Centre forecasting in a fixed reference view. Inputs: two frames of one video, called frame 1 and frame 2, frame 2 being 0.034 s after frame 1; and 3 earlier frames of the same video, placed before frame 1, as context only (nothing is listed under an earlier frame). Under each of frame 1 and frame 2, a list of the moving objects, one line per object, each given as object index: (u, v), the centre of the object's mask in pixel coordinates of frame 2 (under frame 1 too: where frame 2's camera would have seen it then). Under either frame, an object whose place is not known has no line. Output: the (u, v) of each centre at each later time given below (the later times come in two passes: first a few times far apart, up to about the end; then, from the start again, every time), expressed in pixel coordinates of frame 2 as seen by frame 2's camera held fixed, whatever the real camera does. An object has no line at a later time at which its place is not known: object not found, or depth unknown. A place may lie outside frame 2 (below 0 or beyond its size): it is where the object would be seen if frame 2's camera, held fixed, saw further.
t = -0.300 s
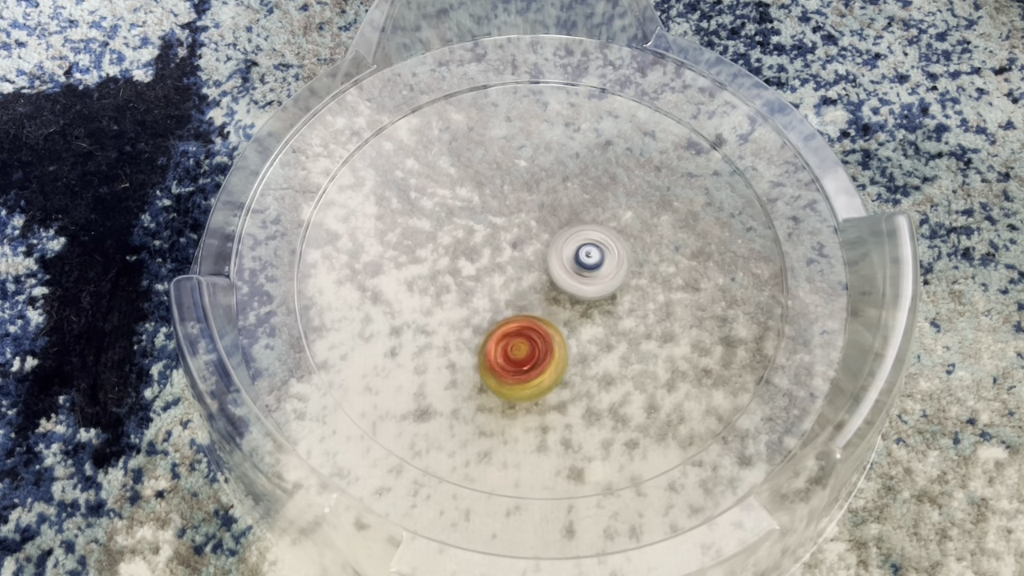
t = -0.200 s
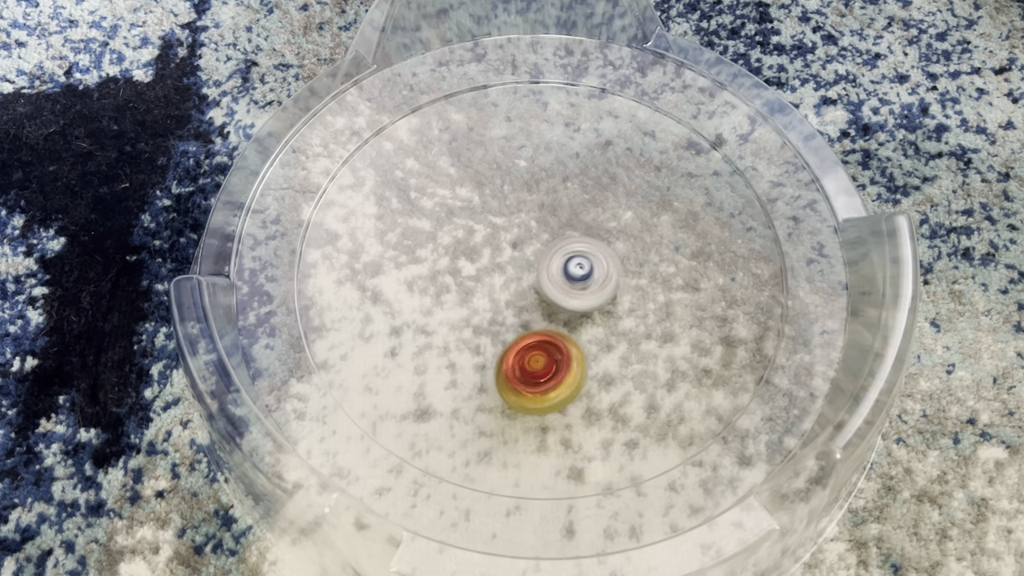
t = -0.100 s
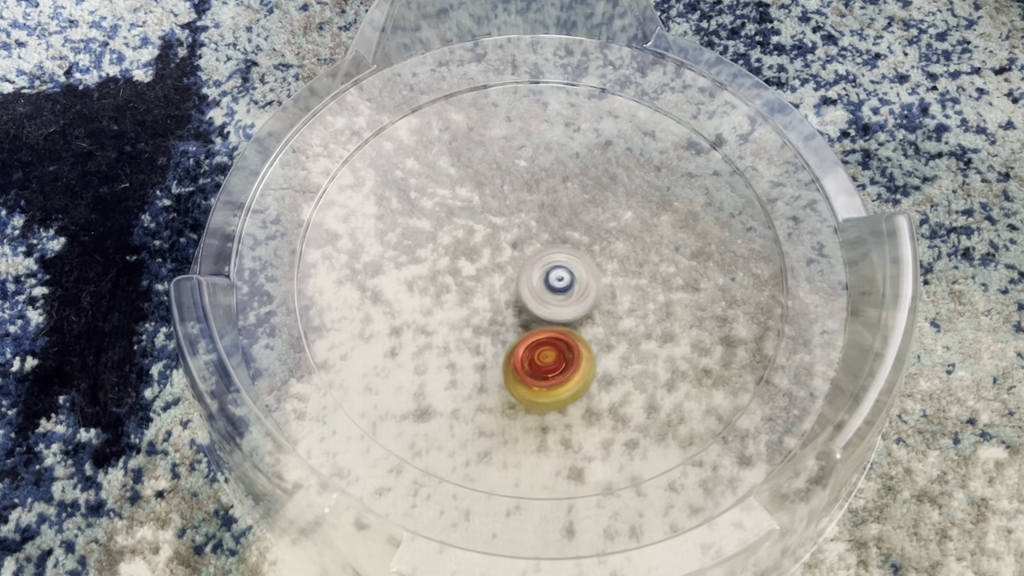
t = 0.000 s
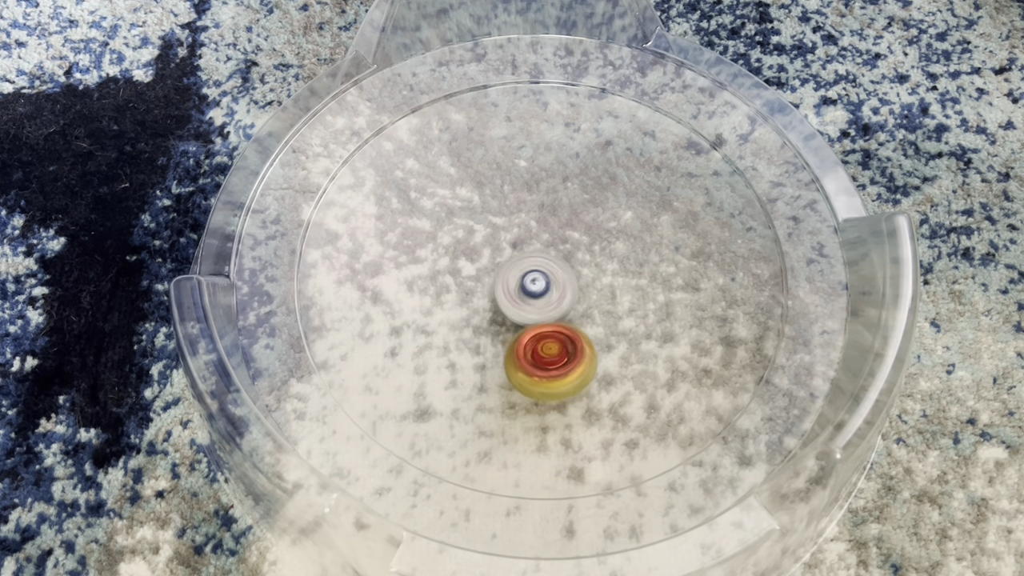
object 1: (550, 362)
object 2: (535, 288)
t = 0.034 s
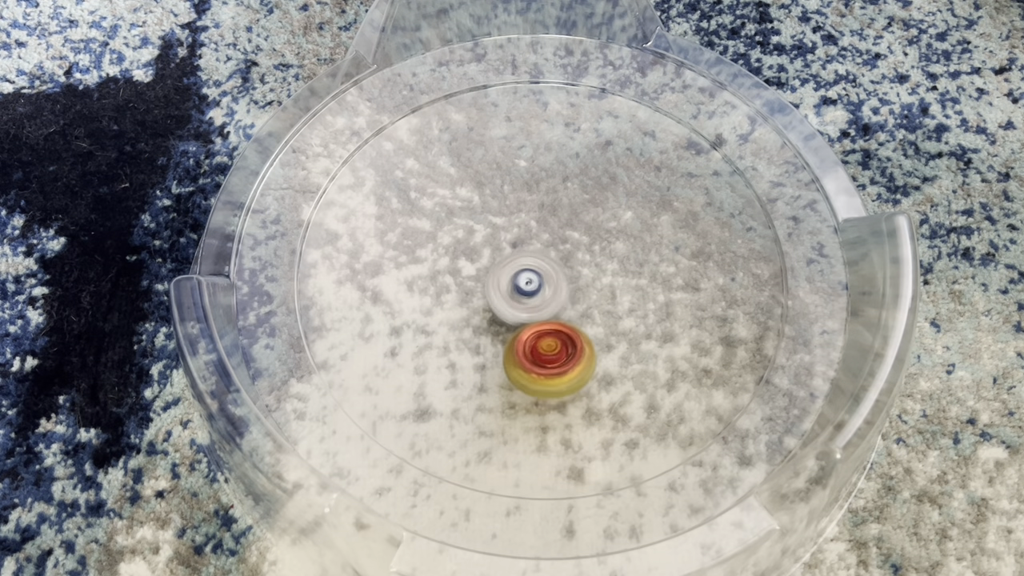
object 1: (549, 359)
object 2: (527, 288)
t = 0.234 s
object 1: (539, 345)
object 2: (488, 272)
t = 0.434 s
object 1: (536, 314)
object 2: (491, 242)
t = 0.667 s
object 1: (571, 309)
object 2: (527, 214)
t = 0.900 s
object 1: (608, 309)
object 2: (570, 212)
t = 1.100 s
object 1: (637, 335)
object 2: (565, 220)
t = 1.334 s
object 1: (650, 384)
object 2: (516, 187)
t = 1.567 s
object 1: (594, 352)
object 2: (522, 231)
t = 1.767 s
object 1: (557, 341)
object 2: (506, 222)
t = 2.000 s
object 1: (553, 314)
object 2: (520, 202)
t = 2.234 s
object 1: (581, 321)
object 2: (563, 173)
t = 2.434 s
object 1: (603, 324)
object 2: (596, 172)
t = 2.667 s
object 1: (606, 322)
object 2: (622, 204)
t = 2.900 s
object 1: (584, 322)
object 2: (611, 228)
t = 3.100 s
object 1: (557, 337)
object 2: (596, 223)
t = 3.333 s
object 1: (554, 318)
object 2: (563, 241)
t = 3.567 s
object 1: (575, 331)
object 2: (526, 229)
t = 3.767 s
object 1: (586, 333)
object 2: (516, 254)
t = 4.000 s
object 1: (600, 326)
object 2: (507, 277)
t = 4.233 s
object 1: (615, 313)
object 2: (523, 285)
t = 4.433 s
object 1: (640, 299)
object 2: (526, 279)
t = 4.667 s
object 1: (640, 284)
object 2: (552, 261)
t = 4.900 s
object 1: (637, 275)
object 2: (542, 232)
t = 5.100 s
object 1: (620, 259)
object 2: (539, 219)
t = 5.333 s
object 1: (622, 248)
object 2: (522, 238)
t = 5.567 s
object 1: (616, 244)
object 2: (525, 264)
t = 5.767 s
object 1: (610, 239)
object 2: (530, 281)
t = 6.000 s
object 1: (631, 212)
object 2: (512, 304)
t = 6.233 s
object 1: (621, 210)
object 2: (526, 293)
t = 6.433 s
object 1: (581, 217)
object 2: (545, 278)
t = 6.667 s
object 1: (530, 194)
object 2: (554, 270)
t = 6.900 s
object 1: (521, 187)
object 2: (570, 266)
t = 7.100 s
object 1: (514, 200)
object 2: (564, 275)
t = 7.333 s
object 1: (479, 231)
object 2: (542, 283)
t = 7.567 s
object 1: (437, 215)
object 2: (552, 299)
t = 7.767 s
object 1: (456, 217)
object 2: (563, 303)
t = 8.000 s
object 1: (517, 223)
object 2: (600, 319)
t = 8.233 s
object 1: (542, 257)
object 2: (608, 320)
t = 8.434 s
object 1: (510, 286)
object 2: (595, 309)
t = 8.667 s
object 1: (457, 297)
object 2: (553, 274)
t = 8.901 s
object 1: (471, 279)
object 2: (548, 252)
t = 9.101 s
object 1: (486, 280)
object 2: (563, 253)
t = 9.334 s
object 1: (491, 278)
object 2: (568, 256)
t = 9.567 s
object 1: (496, 279)
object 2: (579, 272)
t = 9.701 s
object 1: (492, 276)
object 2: (581, 268)
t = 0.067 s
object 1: (548, 358)
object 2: (519, 287)
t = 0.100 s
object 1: (546, 356)
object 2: (512, 285)
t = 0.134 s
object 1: (544, 355)
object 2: (506, 284)
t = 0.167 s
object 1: (543, 352)
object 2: (498, 280)
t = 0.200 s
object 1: (541, 349)
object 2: (493, 277)
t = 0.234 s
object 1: (539, 345)
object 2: (488, 272)
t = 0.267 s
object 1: (538, 341)
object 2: (484, 268)
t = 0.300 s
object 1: (536, 337)
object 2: (482, 263)
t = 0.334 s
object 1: (536, 332)
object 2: (481, 256)
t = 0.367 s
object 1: (535, 326)
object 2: (483, 251)
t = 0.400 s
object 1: (535, 321)
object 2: (487, 246)
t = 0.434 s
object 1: (536, 314)
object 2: (491, 242)
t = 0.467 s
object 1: (537, 308)
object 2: (498, 239)
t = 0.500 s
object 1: (541, 305)
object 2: (502, 235)
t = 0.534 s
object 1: (547, 305)
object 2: (506, 230)
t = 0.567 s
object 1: (551, 302)
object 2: (511, 229)
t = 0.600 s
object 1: (555, 298)
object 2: (518, 229)
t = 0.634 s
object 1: (563, 301)
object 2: (523, 225)
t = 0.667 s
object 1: (571, 309)
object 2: (527, 214)
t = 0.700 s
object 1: (577, 313)
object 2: (531, 208)
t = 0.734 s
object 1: (583, 313)
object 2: (536, 205)
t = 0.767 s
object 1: (588, 312)
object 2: (544, 203)
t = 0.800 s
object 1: (593, 311)
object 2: (550, 203)
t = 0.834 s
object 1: (599, 310)
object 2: (558, 205)
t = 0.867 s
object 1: (603, 309)
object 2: (564, 208)
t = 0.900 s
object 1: (608, 309)
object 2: (570, 212)
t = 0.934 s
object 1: (611, 308)
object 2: (574, 217)
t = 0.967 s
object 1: (614, 307)
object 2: (578, 223)
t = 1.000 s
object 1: (617, 306)
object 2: (580, 230)
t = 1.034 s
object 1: (618, 305)
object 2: (581, 236)
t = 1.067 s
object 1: (621, 308)
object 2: (580, 239)
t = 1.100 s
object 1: (637, 335)
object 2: (565, 220)
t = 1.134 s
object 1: (648, 357)
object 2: (552, 204)
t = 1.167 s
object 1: (654, 372)
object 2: (539, 194)
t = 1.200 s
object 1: (657, 381)
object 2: (529, 186)
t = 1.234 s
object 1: (657, 385)
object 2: (520, 182)
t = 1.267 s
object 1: (656, 385)
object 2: (516, 182)
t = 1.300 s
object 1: (654, 385)
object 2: (515, 184)
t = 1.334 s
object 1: (650, 384)
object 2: (516, 187)
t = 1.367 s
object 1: (644, 382)
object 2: (518, 192)
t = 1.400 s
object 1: (637, 378)
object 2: (519, 199)
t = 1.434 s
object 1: (629, 374)
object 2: (520, 205)
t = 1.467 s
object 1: (621, 369)
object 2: (521, 212)
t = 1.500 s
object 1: (612, 364)
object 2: (521, 218)
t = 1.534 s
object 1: (603, 358)
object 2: (521, 226)
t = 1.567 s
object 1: (594, 352)
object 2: (522, 231)
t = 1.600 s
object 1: (586, 345)
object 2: (522, 239)
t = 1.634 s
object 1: (577, 337)
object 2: (523, 244)
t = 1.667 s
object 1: (567, 328)
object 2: (523, 252)
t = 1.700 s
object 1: (557, 321)
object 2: (523, 254)
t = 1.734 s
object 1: (557, 332)
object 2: (513, 237)
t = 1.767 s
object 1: (557, 341)
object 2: (506, 222)
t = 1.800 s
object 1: (555, 343)
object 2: (500, 208)
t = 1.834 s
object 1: (553, 340)
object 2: (496, 199)
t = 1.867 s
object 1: (552, 335)
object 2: (496, 195)
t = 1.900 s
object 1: (551, 330)
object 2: (498, 194)
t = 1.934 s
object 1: (552, 325)
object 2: (505, 196)
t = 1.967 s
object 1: (552, 319)
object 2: (513, 199)
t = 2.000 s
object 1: (553, 314)
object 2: (520, 202)
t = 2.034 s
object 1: (556, 308)
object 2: (529, 207)
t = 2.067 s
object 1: (558, 301)
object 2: (536, 210)
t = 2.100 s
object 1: (562, 294)
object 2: (544, 214)
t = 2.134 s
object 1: (566, 289)
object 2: (551, 212)
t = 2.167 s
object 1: (571, 304)
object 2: (555, 195)
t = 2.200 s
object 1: (577, 315)
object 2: (559, 181)
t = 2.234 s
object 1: (581, 321)
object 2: (563, 173)
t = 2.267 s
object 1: (585, 323)
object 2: (567, 169)
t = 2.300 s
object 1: (588, 323)
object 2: (573, 169)
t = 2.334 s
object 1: (593, 323)
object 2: (579, 168)
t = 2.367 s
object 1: (597, 323)
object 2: (584, 169)
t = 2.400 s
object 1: (600, 323)
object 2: (591, 171)
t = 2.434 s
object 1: (603, 324)
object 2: (596, 172)
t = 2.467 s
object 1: (605, 324)
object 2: (601, 174)
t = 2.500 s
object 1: (607, 325)
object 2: (607, 176)
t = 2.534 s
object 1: (608, 325)
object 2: (611, 180)
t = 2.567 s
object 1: (608, 324)
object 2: (616, 185)
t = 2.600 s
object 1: (608, 324)
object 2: (620, 191)
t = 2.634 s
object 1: (607, 323)
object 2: (621, 197)
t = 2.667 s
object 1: (606, 322)
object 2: (622, 204)
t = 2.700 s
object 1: (604, 320)
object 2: (621, 211)
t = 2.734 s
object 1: (603, 318)
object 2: (620, 218)
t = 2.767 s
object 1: (600, 315)
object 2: (618, 226)
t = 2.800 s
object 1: (599, 311)
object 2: (617, 233)
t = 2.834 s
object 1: (595, 312)
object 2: (614, 235)
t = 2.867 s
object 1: (590, 320)
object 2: (613, 230)
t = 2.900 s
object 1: (584, 322)
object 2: (611, 228)
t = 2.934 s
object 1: (579, 321)
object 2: (607, 232)
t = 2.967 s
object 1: (576, 318)
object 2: (603, 238)
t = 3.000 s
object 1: (575, 315)
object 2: (600, 243)
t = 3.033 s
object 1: (569, 323)
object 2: (600, 236)
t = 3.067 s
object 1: (563, 333)
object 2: (599, 227)
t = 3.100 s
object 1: (557, 337)
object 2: (596, 223)
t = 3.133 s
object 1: (554, 336)
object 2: (592, 223)
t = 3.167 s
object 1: (552, 333)
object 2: (587, 225)
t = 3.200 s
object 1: (552, 330)
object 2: (583, 228)
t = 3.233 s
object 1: (553, 327)
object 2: (578, 232)
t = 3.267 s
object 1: (552, 325)
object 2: (573, 236)
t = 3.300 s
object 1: (553, 321)
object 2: (568, 239)
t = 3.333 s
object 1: (554, 318)
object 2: (563, 241)
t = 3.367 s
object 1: (555, 315)
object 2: (559, 242)
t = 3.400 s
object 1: (557, 316)
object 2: (552, 241)
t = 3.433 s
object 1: (558, 316)
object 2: (549, 241)
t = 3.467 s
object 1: (560, 314)
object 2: (544, 242)
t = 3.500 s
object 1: (565, 319)
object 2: (538, 240)
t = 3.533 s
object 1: (572, 328)
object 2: (532, 232)
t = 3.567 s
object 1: (575, 331)
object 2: (526, 229)
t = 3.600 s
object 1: (577, 332)
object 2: (523, 230)
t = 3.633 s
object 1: (579, 333)
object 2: (520, 234)
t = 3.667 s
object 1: (582, 333)
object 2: (519, 238)
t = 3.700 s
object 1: (583, 333)
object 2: (518, 242)
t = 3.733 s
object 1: (584, 333)
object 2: (516, 247)
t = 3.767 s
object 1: (586, 333)
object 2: (516, 254)
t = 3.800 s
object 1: (585, 332)
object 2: (515, 258)
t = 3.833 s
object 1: (586, 331)
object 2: (515, 264)
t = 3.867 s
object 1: (585, 329)
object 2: (516, 268)
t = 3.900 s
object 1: (585, 327)
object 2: (517, 272)
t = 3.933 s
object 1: (584, 325)
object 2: (517, 277)
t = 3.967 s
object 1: (590, 325)
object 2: (515, 277)
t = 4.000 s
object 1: (600, 326)
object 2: (507, 277)
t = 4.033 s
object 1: (605, 326)
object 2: (502, 277)
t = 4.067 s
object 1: (607, 324)
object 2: (501, 277)
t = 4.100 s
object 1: (609, 322)
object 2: (503, 278)
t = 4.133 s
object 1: (611, 320)
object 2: (507, 280)
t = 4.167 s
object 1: (613, 317)
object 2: (513, 282)
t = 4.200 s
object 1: (614, 315)
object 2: (518, 284)
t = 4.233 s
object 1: (615, 313)
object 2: (523, 285)
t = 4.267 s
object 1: (616, 309)
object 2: (527, 286)
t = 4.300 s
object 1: (619, 307)
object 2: (531, 287)
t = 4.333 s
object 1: (629, 306)
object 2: (528, 285)
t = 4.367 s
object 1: (635, 303)
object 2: (523, 283)
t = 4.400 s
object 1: (638, 301)
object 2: (523, 281)
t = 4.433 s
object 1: (640, 299)
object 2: (526, 279)
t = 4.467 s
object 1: (641, 297)
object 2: (530, 277)
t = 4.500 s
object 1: (642, 294)
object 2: (534, 274)
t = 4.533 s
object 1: (643, 292)
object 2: (537, 271)
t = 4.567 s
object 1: (643, 290)
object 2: (540, 269)
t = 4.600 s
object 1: (643, 289)
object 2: (545, 266)
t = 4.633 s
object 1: (642, 287)
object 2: (550, 263)
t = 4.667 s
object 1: (640, 284)
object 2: (552, 261)
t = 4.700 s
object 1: (639, 282)
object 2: (555, 259)
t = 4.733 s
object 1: (642, 282)
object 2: (553, 252)
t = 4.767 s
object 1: (645, 282)
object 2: (548, 246)
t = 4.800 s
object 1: (644, 282)
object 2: (545, 242)
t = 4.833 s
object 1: (642, 279)
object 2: (544, 240)
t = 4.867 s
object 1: (640, 278)
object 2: (543, 236)
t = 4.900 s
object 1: (637, 275)
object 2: (542, 232)
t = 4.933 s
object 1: (635, 273)
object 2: (542, 229)
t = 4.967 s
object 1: (632, 270)
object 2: (540, 226)
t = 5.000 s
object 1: (629, 268)
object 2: (540, 223)
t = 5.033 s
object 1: (626, 265)
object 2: (539, 221)
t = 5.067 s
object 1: (623, 262)
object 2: (539, 219)
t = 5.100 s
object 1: (620, 259)
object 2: (539, 219)
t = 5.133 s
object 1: (618, 256)
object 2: (540, 219)
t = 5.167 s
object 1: (615, 252)
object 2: (539, 221)
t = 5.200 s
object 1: (614, 249)
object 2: (537, 223)
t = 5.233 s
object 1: (620, 247)
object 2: (531, 226)
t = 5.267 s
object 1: (623, 247)
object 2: (525, 228)
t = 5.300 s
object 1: (623, 248)
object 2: (523, 233)
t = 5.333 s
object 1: (622, 248)
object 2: (522, 238)
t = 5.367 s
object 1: (621, 247)
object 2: (521, 241)
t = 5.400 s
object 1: (620, 246)
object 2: (522, 245)
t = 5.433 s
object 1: (620, 245)
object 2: (522, 249)
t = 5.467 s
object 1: (620, 245)
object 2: (522, 253)
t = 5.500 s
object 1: (619, 244)
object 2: (523, 258)
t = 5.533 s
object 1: (618, 244)
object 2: (525, 262)
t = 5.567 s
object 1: (616, 244)
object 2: (525, 264)
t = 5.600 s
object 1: (614, 244)
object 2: (528, 269)
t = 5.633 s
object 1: (610, 244)
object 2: (531, 273)
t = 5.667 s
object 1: (614, 242)
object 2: (530, 276)
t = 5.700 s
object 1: (615, 241)
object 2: (526, 278)
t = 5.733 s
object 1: (613, 240)
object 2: (527, 279)
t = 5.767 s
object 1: (610, 239)
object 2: (530, 281)
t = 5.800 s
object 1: (606, 239)
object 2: (535, 284)
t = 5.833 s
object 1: (604, 237)
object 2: (539, 285)
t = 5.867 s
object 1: (612, 230)
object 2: (535, 289)
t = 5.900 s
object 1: (622, 221)
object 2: (524, 296)
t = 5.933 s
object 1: (628, 217)
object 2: (516, 302)
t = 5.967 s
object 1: (631, 214)
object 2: (512, 304)
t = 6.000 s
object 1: (631, 212)
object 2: (512, 304)
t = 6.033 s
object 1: (631, 210)
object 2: (512, 305)
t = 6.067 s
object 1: (630, 209)
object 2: (513, 303)
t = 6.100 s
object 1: (629, 208)
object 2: (514, 302)
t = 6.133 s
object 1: (628, 208)
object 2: (516, 299)
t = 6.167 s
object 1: (626, 208)
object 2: (520, 296)
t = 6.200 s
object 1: (624, 209)
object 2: (523, 295)
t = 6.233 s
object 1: (621, 210)
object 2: (526, 293)
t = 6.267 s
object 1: (618, 210)
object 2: (530, 290)
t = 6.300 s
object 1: (614, 211)
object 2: (533, 288)
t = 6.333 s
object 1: (608, 212)
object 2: (536, 286)
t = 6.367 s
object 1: (600, 213)
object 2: (540, 284)
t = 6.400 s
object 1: (591, 215)
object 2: (544, 280)
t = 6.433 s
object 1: (581, 217)
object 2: (545, 278)
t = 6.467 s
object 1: (571, 213)
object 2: (545, 280)
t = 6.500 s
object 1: (561, 208)
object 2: (546, 282)
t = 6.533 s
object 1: (553, 203)
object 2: (547, 282)
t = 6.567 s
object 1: (544, 200)
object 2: (548, 279)
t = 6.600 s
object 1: (537, 197)
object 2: (551, 275)
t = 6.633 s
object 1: (533, 196)
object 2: (553, 273)
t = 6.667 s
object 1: (530, 194)
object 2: (554, 270)
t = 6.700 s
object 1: (528, 194)
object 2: (556, 267)
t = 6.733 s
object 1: (526, 192)
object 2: (557, 265)
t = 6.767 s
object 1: (525, 192)
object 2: (558, 263)
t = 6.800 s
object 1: (524, 191)
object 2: (562, 262)
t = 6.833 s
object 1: (520, 187)
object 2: (567, 264)
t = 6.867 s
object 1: (520, 186)
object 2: (569, 265)
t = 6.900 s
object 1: (521, 187)
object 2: (570, 266)
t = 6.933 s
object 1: (520, 189)
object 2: (570, 267)
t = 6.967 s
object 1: (519, 191)
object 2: (571, 269)
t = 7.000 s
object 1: (518, 193)
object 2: (570, 270)
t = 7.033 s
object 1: (517, 195)
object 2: (569, 272)
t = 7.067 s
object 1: (516, 197)
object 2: (568, 274)
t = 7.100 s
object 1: (514, 200)
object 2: (564, 275)
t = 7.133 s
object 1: (512, 204)
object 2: (560, 276)
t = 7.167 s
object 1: (509, 210)
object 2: (556, 276)
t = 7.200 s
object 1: (506, 215)
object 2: (553, 276)
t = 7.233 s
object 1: (500, 218)
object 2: (549, 279)
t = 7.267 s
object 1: (491, 222)
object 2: (547, 282)
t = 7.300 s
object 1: (485, 227)
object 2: (545, 283)
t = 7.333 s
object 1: (479, 231)
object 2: (542, 283)
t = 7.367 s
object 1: (471, 233)
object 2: (538, 284)
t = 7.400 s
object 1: (466, 236)
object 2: (536, 284)
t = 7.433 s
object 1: (463, 236)
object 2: (533, 284)
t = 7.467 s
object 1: (454, 230)
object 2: (540, 290)
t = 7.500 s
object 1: (445, 223)
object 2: (546, 296)
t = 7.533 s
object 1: (440, 219)
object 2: (549, 297)
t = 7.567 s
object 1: (437, 215)
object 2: (552, 299)
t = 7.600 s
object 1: (437, 214)
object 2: (552, 301)
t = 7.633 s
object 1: (438, 212)
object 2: (554, 303)
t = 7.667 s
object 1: (441, 213)
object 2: (558, 303)
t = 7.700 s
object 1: (445, 214)
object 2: (560, 303)
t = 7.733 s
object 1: (450, 215)
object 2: (561, 303)
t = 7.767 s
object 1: (456, 217)
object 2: (563, 303)
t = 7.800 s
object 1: (466, 219)
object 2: (567, 300)
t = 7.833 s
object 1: (478, 223)
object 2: (567, 298)
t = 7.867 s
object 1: (489, 227)
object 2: (567, 298)
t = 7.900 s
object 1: (503, 233)
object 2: (567, 296)
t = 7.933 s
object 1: (513, 235)
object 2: (572, 296)
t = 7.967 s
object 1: (514, 227)
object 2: (588, 309)
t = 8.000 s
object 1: (517, 223)
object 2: (600, 319)
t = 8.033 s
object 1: (522, 223)
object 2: (606, 323)
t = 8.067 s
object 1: (525, 226)
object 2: (610, 324)
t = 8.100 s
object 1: (528, 232)
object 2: (611, 325)
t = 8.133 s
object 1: (533, 238)
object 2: (609, 325)
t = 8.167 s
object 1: (537, 242)
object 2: (608, 325)
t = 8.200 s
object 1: (538, 249)
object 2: (609, 323)
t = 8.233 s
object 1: (542, 257)
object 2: (608, 320)
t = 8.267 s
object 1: (543, 264)
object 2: (607, 316)
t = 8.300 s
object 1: (542, 272)
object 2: (604, 314)
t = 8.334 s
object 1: (539, 279)
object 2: (603, 313)
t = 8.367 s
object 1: (532, 282)
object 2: (601, 312)
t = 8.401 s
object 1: (521, 284)
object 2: (598, 310)
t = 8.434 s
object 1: (510, 286)
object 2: (595, 309)
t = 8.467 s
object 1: (499, 290)
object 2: (592, 306)
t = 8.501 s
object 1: (490, 294)
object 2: (586, 303)
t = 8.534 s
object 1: (481, 297)
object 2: (579, 297)
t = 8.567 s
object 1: (473, 300)
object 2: (572, 293)
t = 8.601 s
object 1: (467, 301)
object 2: (565, 288)
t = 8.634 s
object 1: (462, 299)
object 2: (559, 281)
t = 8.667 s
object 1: (457, 297)
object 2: (553, 274)
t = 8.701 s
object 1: (454, 297)
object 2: (551, 267)
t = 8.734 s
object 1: (455, 296)
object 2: (549, 263)
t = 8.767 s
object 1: (458, 293)
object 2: (546, 260)
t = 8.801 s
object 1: (462, 289)
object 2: (545, 257)
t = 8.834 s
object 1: (466, 283)
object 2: (542, 255)
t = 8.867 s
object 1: (469, 280)
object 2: (543, 254)
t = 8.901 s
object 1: (471, 279)
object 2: (548, 252)
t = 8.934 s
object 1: (475, 278)
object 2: (552, 252)
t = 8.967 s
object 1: (479, 278)
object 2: (556, 253)
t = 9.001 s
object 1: (482, 280)
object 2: (560, 253)
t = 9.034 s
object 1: (485, 280)
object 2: (562, 253)
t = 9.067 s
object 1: (486, 280)
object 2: (563, 253)
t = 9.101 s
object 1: (486, 280)
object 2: (563, 253)
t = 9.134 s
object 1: (486, 280)
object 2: (563, 252)
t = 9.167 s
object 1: (487, 279)
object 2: (563, 252)
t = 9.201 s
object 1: (488, 279)
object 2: (563, 253)
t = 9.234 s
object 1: (490, 279)
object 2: (564, 255)
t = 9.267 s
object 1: (491, 279)
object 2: (564, 256)
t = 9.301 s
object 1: (492, 278)
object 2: (564, 255)
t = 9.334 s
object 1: (491, 278)
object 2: (568, 256)
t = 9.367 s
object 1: (493, 278)
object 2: (570, 259)
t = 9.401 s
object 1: (493, 277)
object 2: (575, 263)
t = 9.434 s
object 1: (493, 277)
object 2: (579, 267)
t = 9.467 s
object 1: (494, 278)
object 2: (580, 270)
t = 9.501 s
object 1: (495, 279)
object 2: (579, 271)
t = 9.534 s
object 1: (497, 280)
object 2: (579, 272)
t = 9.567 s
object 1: (496, 279)
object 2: (579, 272)
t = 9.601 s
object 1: (494, 280)
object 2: (580, 272)
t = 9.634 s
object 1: (493, 279)
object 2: (580, 271)
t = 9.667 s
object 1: (491, 278)
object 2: (581, 269)
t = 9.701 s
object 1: (492, 276)
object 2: (581, 268)
